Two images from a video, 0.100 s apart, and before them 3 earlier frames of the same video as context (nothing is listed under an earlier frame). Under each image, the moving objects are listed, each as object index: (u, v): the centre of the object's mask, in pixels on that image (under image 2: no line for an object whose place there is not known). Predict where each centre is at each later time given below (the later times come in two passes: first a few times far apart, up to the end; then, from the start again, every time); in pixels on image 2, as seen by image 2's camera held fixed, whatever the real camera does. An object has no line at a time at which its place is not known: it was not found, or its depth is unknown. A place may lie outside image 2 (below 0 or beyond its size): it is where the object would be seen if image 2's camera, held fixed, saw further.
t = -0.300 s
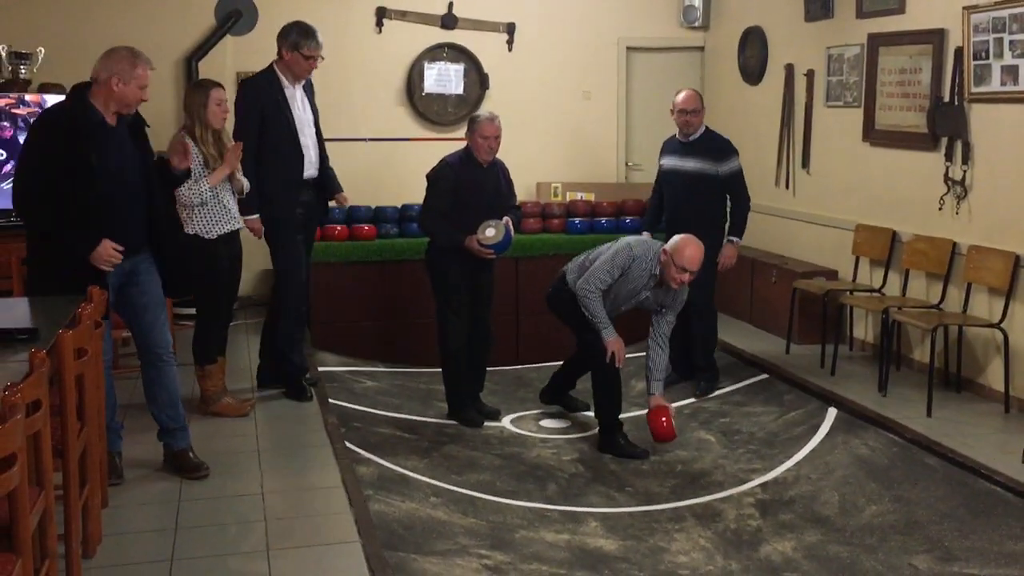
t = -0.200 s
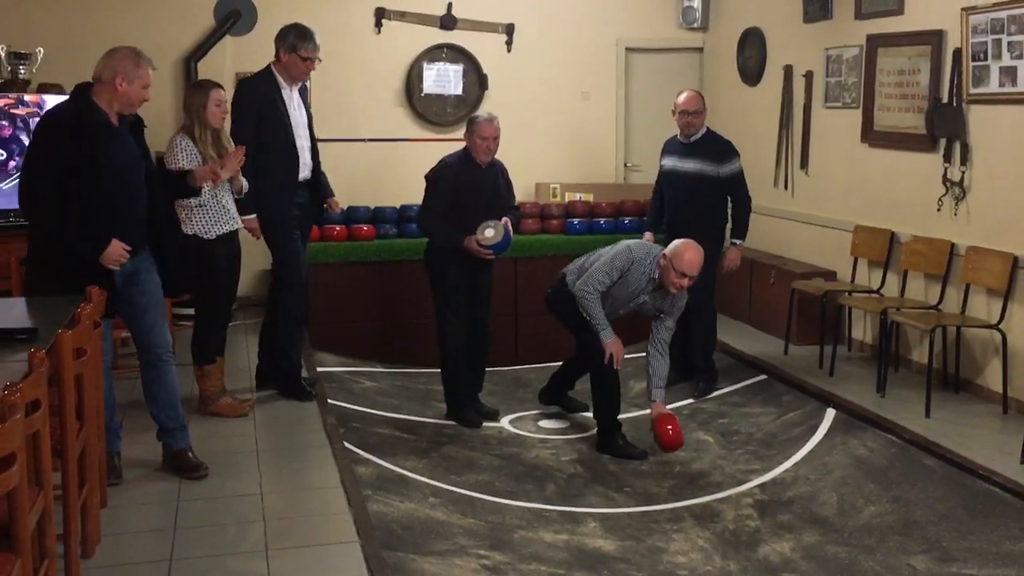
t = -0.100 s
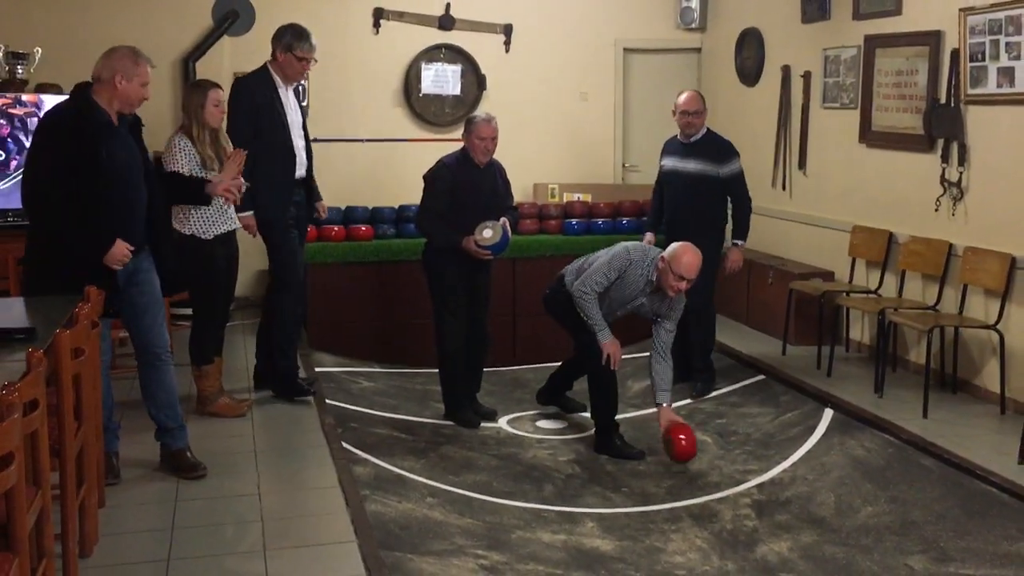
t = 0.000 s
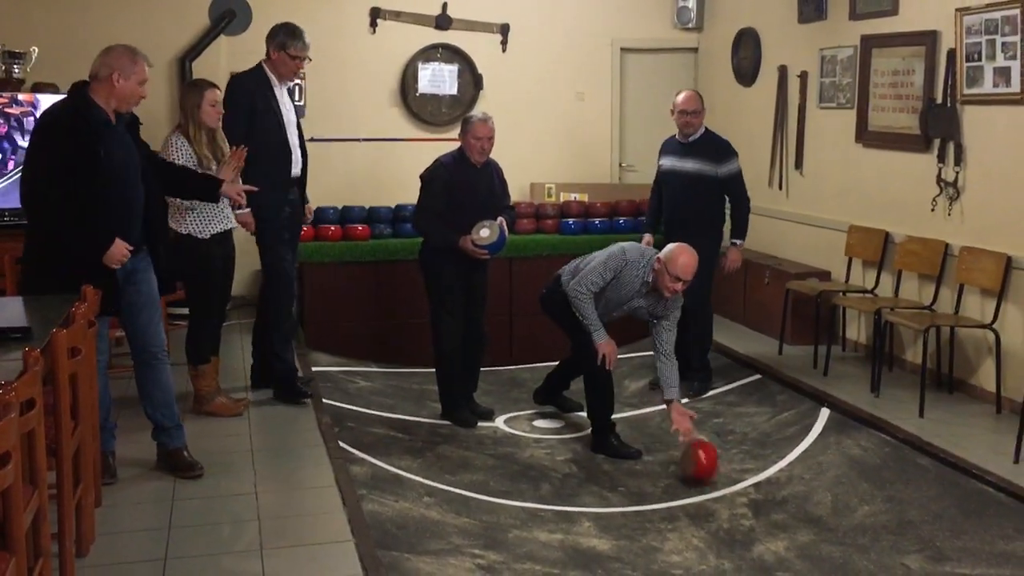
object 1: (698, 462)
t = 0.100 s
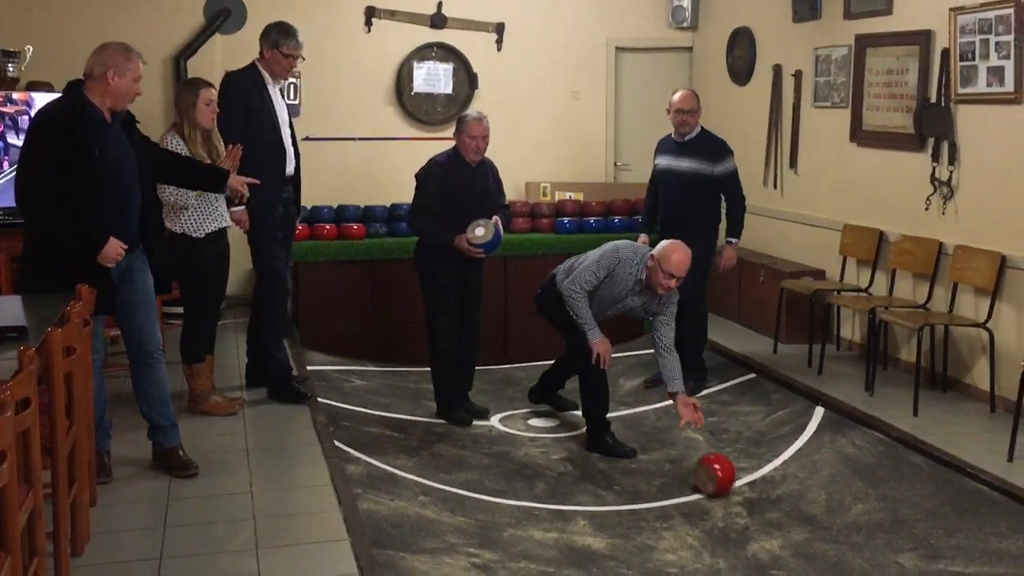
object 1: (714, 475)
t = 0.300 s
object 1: (753, 498)
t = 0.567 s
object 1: (800, 538)
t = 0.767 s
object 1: (831, 570)
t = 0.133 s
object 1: (721, 479)
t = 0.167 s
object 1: (727, 483)
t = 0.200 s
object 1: (734, 487)
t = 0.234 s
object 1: (740, 491)
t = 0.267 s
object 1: (747, 495)
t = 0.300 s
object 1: (753, 498)
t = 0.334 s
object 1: (759, 503)
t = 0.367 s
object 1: (764, 507)
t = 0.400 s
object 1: (770, 512)
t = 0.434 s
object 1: (776, 517)
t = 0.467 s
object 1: (782, 522)
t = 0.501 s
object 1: (788, 527)
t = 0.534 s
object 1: (793, 532)
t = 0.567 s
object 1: (800, 538)
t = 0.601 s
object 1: (805, 541)
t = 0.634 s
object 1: (810, 547)
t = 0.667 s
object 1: (815, 554)
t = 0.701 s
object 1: (820, 558)
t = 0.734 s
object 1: (826, 564)
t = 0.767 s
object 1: (831, 570)
